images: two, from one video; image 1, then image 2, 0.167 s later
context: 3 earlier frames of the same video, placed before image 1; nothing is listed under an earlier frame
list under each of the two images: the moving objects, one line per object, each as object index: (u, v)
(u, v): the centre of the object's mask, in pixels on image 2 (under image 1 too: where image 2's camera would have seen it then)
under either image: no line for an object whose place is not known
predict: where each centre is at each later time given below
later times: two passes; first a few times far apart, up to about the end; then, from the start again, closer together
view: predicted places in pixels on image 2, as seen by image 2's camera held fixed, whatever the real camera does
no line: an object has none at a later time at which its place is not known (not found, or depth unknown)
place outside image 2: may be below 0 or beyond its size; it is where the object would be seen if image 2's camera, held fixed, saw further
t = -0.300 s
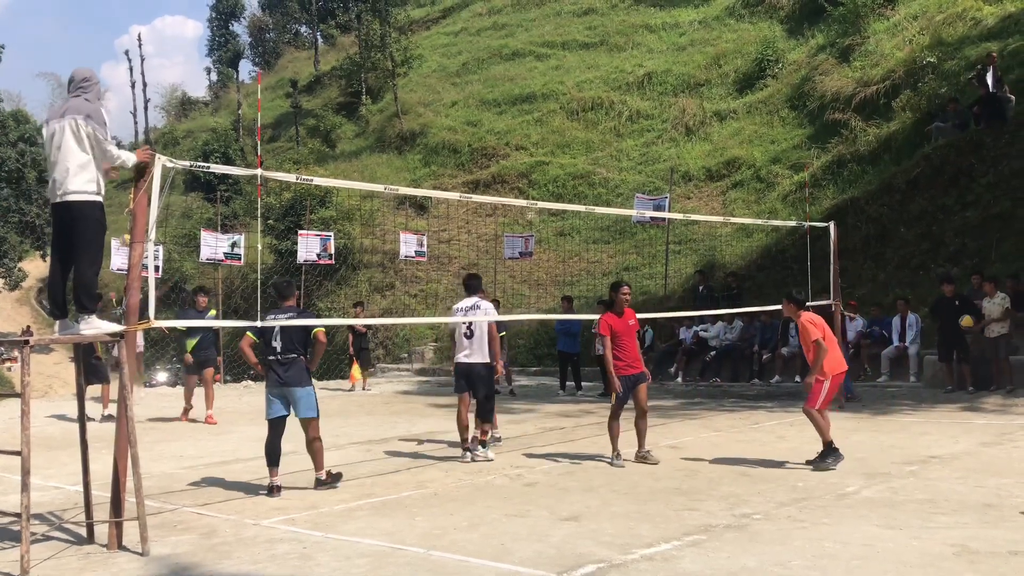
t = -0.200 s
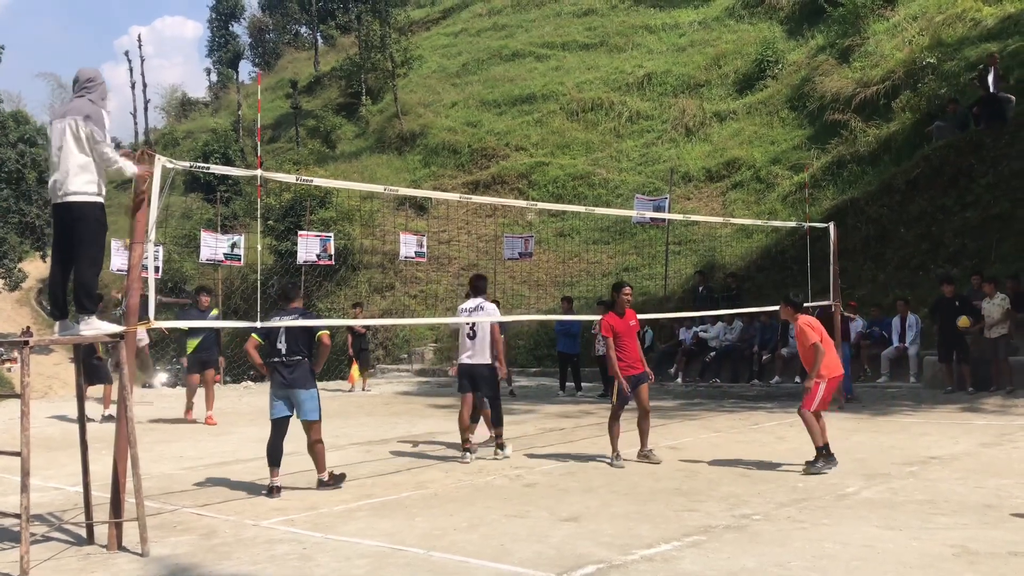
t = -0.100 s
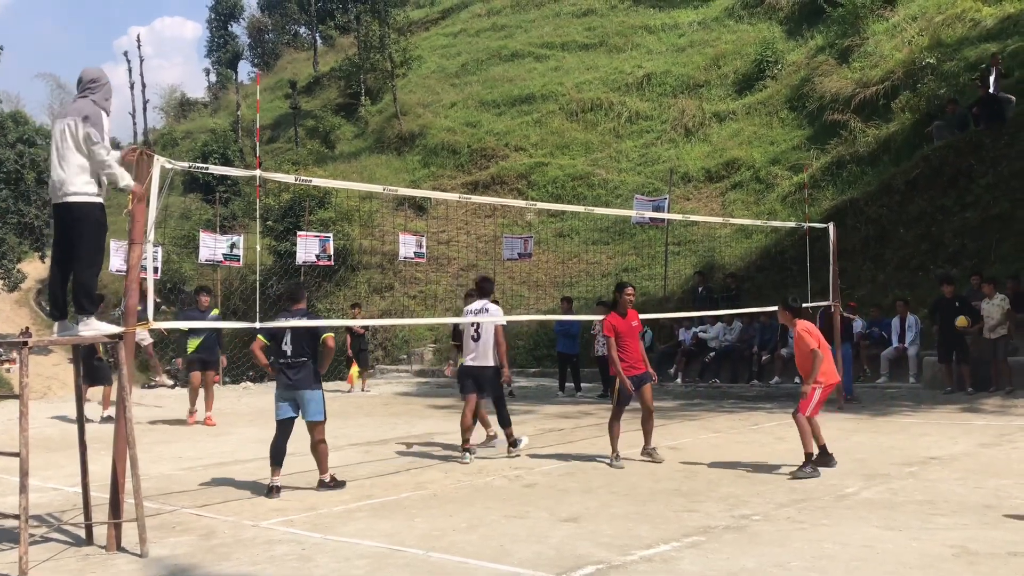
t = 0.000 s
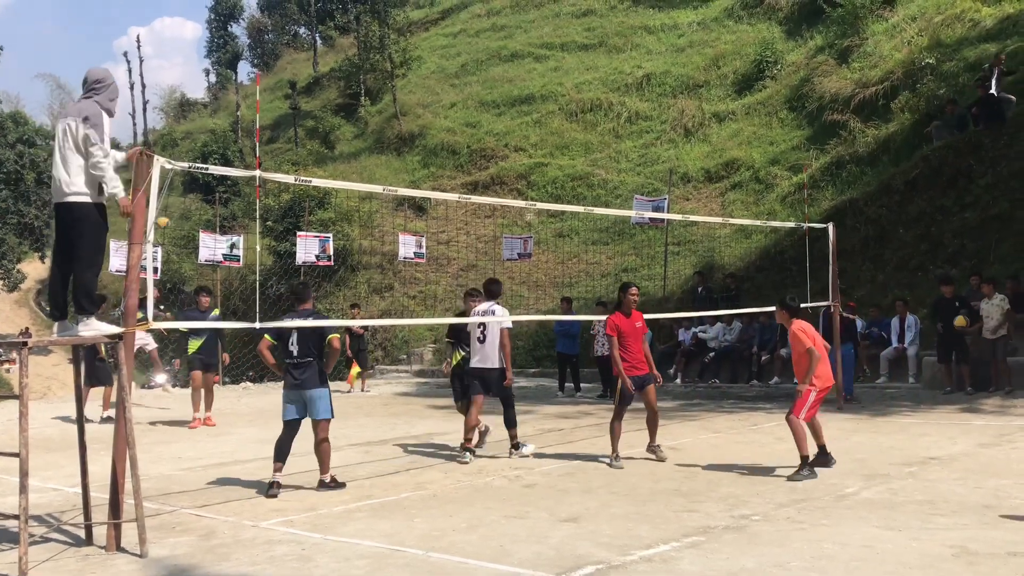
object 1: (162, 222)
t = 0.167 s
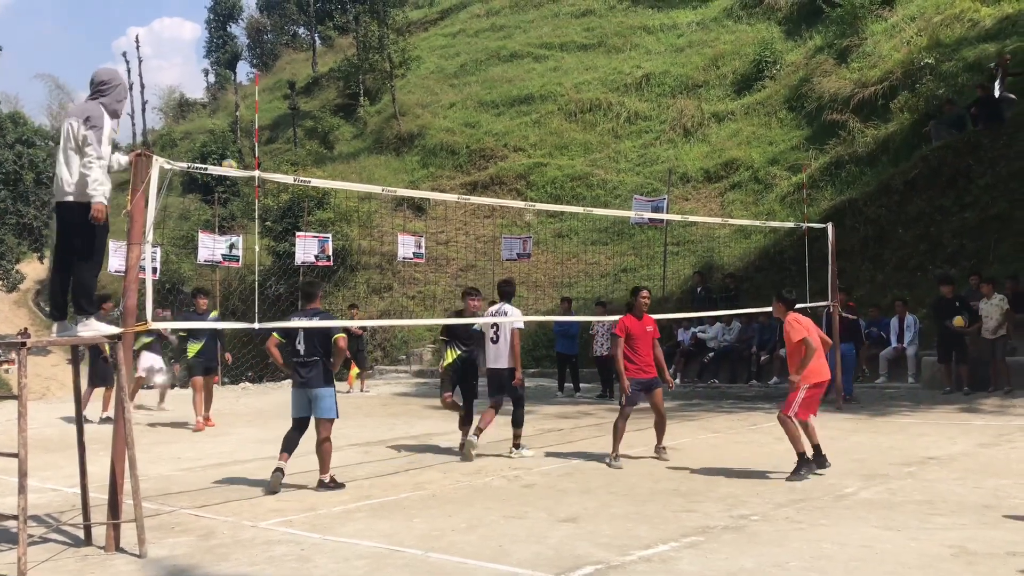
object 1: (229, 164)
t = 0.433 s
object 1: (367, 104)
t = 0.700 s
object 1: (569, 100)
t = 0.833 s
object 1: (711, 127)
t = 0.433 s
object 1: (367, 104)
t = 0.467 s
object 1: (388, 98)
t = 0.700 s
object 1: (569, 100)
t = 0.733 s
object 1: (600, 104)
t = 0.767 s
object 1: (636, 110)
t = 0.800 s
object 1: (673, 118)
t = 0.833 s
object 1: (711, 127)
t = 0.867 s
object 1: (754, 138)
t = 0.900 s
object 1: (799, 152)
